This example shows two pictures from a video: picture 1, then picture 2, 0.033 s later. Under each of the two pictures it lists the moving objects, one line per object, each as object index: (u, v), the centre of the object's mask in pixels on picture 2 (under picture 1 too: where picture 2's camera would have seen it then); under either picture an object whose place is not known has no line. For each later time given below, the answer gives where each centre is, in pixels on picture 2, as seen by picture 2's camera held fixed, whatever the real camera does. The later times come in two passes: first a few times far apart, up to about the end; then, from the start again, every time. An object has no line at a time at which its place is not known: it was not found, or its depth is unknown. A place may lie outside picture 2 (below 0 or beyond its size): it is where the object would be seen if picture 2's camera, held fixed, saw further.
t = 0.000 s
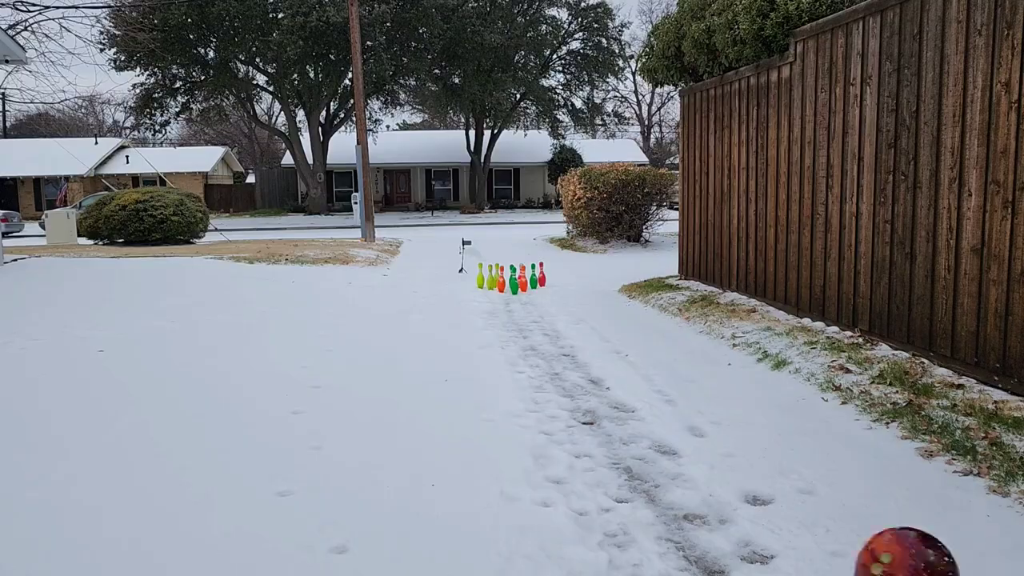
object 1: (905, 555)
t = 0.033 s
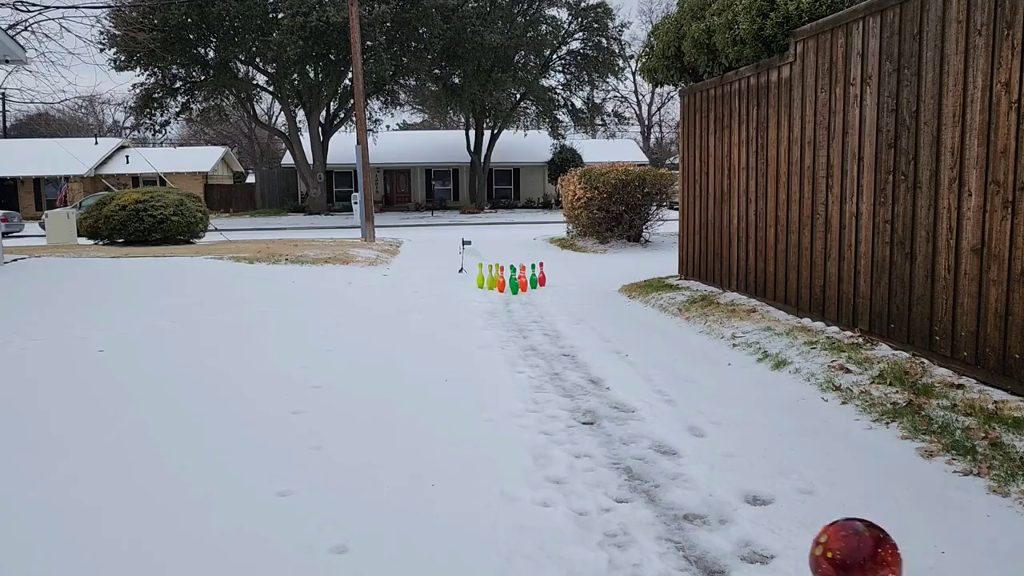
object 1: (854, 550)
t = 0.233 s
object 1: (682, 503)
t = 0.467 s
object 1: (593, 412)
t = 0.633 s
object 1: (562, 377)
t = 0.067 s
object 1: (813, 548)
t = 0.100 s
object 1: (778, 547)
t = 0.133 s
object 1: (749, 549)
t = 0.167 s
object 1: (725, 549)
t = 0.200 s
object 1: (702, 524)
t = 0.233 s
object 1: (682, 503)
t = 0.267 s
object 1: (664, 487)
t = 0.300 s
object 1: (648, 474)
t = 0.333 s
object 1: (634, 459)
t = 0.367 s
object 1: (622, 445)
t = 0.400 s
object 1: (611, 434)
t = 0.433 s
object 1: (602, 422)
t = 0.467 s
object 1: (593, 412)
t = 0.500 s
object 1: (586, 405)
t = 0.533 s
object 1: (579, 397)
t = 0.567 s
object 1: (573, 389)
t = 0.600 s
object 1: (567, 383)
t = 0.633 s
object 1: (562, 377)
